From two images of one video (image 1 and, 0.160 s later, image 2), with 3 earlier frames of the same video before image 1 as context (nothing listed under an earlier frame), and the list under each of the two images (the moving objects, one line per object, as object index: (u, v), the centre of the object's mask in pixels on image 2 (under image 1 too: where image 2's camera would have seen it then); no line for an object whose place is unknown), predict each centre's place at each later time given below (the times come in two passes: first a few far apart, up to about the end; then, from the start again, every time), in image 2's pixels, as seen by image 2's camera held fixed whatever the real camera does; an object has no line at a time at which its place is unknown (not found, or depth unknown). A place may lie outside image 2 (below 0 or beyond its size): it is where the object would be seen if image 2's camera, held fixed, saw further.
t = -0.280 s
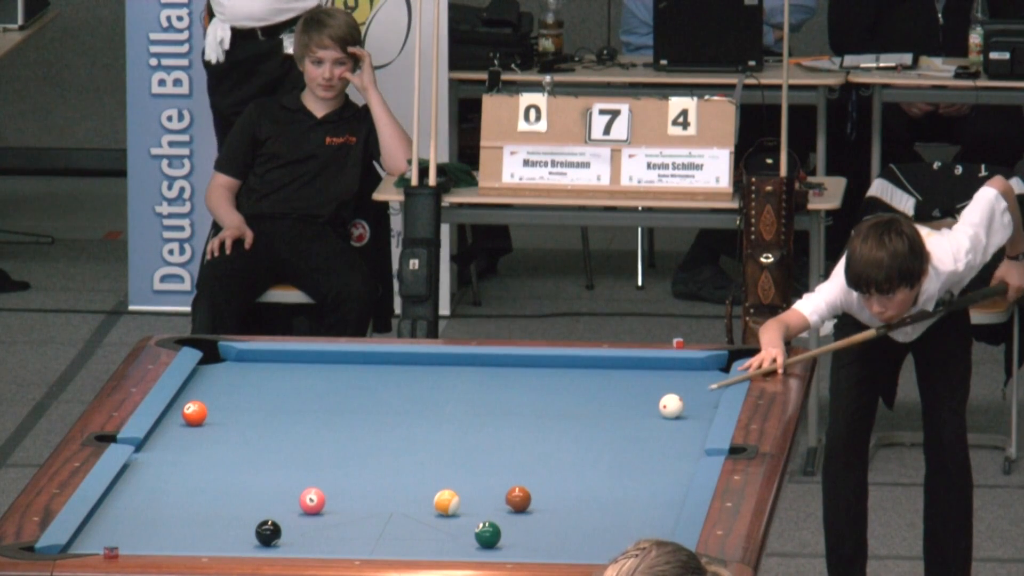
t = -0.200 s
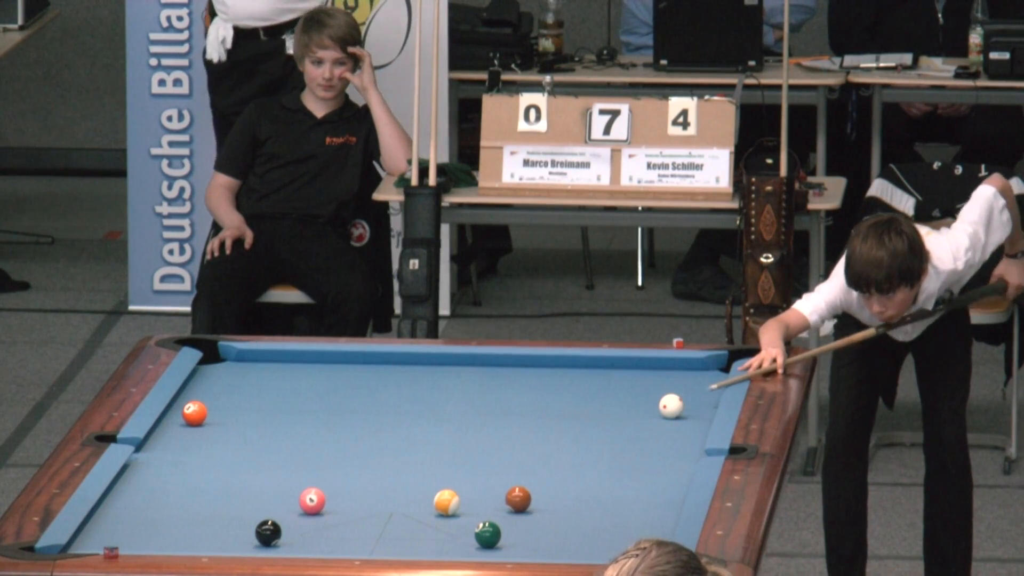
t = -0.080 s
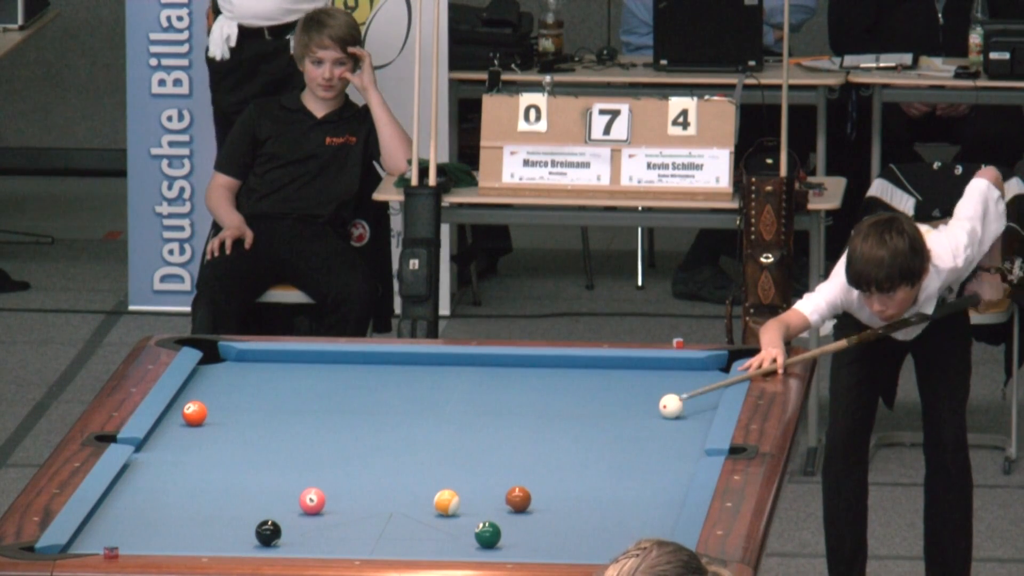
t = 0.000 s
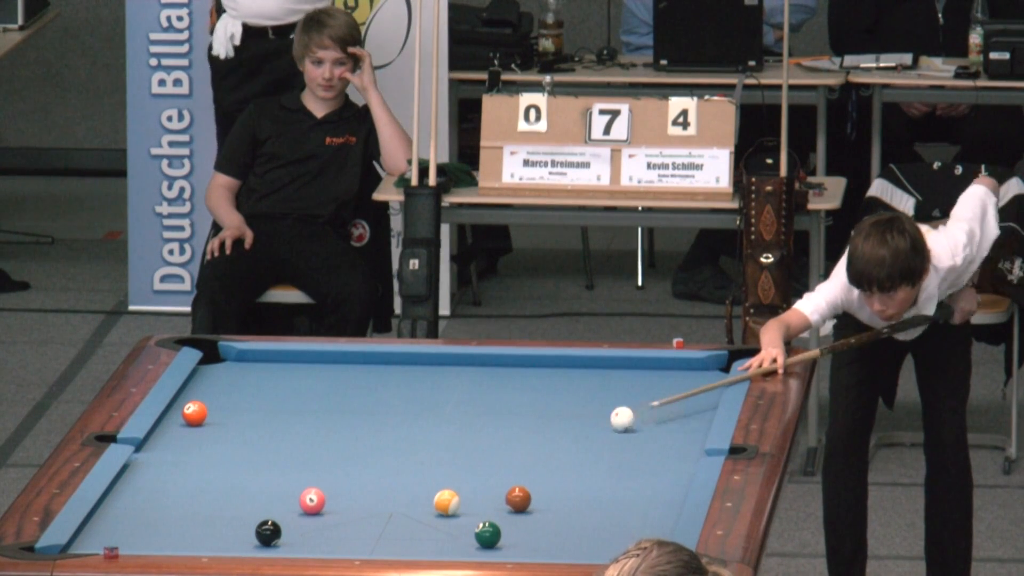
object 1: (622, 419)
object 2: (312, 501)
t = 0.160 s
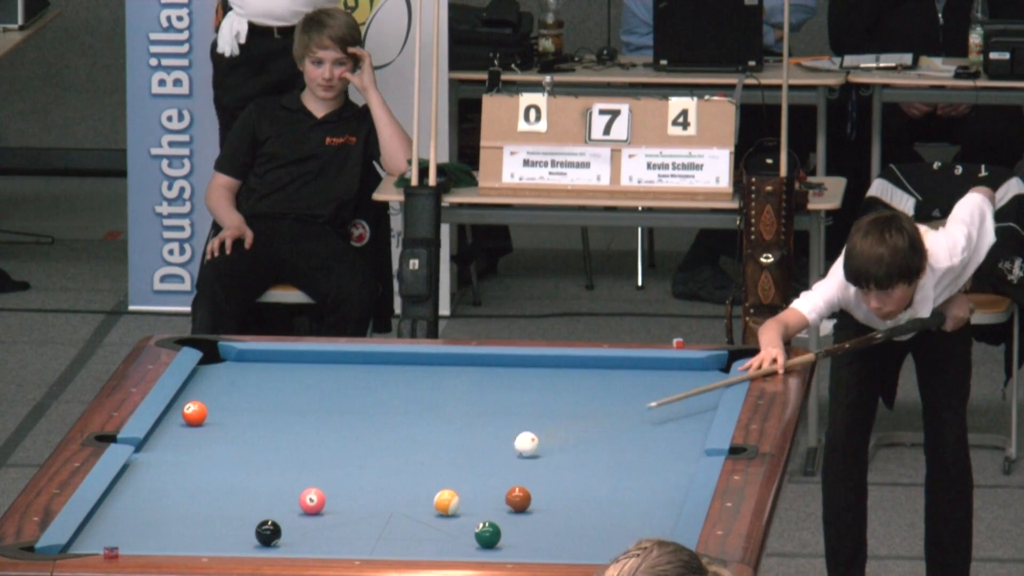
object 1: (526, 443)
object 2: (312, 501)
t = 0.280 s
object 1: (453, 463)
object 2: (312, 501)
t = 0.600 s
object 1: (325, 499)
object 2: (239, 520)
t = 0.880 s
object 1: (287, 509)
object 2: (104, 545)
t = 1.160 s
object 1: (247, 520)
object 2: (105, 534)
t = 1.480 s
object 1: (203, 533)
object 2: (160, 518)
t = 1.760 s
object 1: (166, 540)
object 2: (205, 506)
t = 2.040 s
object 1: (130, 546)
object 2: (247, 493)
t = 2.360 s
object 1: (114, 541)
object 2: (293, 480)
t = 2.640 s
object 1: (101, 539)
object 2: (329, 469)
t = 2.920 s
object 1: (91, 536)
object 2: (364, 460)
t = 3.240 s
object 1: (93, 533)
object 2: (401, 449)
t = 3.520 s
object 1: (100, 531)
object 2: (431, 441)
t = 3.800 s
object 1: (105, 530)
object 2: (459, 432)
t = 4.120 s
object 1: (110, 528)
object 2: (488, 424)
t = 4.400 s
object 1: (112, 528)
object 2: (512, 418)
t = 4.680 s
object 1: (112, 527)
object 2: (534, 411)
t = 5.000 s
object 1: (112, 527)
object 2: (557, 405)
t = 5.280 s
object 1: (112, 527)
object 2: (575, 400)
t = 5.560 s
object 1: (112, 527)
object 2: (592, 396)
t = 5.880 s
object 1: (112, 527)
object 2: (609, 391)
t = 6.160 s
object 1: (112, 527)
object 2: (622, 388)
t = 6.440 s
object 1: (112, 527)
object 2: (635, 385)
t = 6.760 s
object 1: (112, 527)
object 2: (647, 382)
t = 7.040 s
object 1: (112, 527)
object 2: (656, 380)
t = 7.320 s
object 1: (112, 527)
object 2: (663, 377)
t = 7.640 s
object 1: (112, 527)
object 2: (670, 376)
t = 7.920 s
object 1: (112, 527)
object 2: (673, 375)
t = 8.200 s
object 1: (112, 527)
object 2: (675, 375)
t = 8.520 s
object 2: (675, 375)
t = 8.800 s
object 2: (675, 375)
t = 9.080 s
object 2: (675, 375)
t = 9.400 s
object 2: (675, 375)
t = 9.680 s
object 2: (675, 375)
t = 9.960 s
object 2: (675, 375)
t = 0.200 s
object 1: (502, 450)
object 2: (312, 501)
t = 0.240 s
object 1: (477, 457)
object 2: (312, 501)
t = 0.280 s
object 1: (453, 463)
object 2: (312, 501)
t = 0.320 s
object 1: (428, 470)
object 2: (312, 501)
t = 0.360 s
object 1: (403, 476)
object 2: (312, 501)
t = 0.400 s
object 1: (378, 483)
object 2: (312, 501)
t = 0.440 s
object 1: (352, 490)
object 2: (312, 501)
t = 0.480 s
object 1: (330, 495)
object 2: (312, 501)
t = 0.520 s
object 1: (327, 497)
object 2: (287, 507)
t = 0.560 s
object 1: (326, 498)
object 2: (262, 512)
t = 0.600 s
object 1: (325, 499)
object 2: (239, 520)
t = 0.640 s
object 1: (321, 500)
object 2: (217, 526)
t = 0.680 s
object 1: (316, 501)
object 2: (195, 531)
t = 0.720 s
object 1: (310, 503)
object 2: (175, 536)
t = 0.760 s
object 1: (305, 504)
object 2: (155, 540)
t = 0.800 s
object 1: (299, 506)
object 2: (137, 543)
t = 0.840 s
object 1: (293, 507)
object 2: (121, 544)
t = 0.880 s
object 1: (287, 509)
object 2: (104, 545)
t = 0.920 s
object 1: (282, 510)
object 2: (99, 543)
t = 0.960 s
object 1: (276, 511)
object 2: (93, 542)
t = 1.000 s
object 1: (270, 511)
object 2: (87, 541)
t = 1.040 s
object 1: (264, 513)
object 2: (84, 539)
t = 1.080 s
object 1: (258, 515)
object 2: (91, 538)
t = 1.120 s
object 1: (252, 517)
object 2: (98, 536)
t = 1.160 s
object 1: (247, 520)
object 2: (105, 534)
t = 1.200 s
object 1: (242, 522)
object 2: (112, 532)
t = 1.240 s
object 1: (236, 524)
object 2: (119, 530)
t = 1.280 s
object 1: (231, 525)
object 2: (126, 528)
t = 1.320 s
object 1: (225, 527)
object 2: (133, 527)
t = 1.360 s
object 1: (220, 527)
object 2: (140, 524)
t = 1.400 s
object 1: (215, 530)
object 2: (147, 523)
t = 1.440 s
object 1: (209, 531)
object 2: (153, 520)
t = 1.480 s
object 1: (203, 533)
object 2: (160, 518)
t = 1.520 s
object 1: (198, 534)
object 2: (166, 517)
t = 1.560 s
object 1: (193, 535)
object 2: (173, 515)
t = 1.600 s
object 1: (187, 538)
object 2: (180, 512)
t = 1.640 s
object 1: (182, 538)
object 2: (186, 511)
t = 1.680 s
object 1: (177, 538)
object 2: (192, 509)
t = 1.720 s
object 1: (171, 540)
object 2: (199, 507)
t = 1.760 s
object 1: (166, 540)
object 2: (205, 506)
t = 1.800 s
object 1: (161, 542)
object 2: (211, 504)
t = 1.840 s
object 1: (155, 543)
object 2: (217, 502)
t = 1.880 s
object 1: (150, 544)
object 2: (223, 500)
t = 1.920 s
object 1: (145, 544)
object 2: (230, 498)
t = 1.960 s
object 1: (140, 545)
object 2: (235, 497)
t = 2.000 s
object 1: (135, 546)
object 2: (241, 495)
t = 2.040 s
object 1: (130, 546)
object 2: (247, 493)
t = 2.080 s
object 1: (128, 546)
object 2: (253, 492)
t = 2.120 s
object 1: (126, 545)
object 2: (259, 490)
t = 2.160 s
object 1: (125, 545)
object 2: (265, 488)
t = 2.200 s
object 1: (123, 544)
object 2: (270, 486)
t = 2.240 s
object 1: (121, 543)
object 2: (276, 485)
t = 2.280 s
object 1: (119, 543)
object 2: (282, 483)
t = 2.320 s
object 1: (116, 542)
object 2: (287, 482)
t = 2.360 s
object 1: (114, 541)
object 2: (293, 480)
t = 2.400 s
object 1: (112, 541)
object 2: (298, 478)
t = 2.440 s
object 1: (110, 541)
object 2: (304, 477)
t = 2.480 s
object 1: (108, 541)
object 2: (309, 475)
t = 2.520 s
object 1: (106, 540)
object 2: (314, 474)
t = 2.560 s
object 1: (104, 540)
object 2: (319, 472)
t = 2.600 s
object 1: (103, 540)
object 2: (324, 471)
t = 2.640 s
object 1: (101, 539)
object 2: (329, 469)
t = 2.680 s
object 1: (100, 539)
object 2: (334, 468)
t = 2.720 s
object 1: (98, 538)
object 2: (340, 467)
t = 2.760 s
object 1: (97, 538)
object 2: (345, 465)
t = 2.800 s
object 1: (95, 537)
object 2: (350, 464)
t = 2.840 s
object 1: (94, 537)
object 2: (354, 462)
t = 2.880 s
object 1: (92, 536)
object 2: (359, 461)
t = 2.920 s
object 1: (91, 536)
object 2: (364, 460)
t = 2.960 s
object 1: (89, 536)
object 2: (369, 458)
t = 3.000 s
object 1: (88, 535)
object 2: (373, 457)
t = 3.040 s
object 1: (88, 535)
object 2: (378, 456)
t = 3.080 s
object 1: (88, 535)
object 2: (383, 454)
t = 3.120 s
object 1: (89, 535)
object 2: (387, 453)
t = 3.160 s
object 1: (91, 534)
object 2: (392, 452)
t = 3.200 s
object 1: (92, 534)
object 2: (396, 450)
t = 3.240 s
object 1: (93, 533)
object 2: (401, 449)
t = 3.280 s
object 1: (94, 533)
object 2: (405, 448)
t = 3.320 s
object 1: (95, 533)
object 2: (410, 446)
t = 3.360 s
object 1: (96, 532)
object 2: (414, 445)
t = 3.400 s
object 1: (97, 532)
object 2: (418, 444)
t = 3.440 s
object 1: (98, 532)
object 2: (423, 443)
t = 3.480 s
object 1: (99, 531)
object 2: (427, 442)
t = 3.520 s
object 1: (100, 531)
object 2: (431, 441)
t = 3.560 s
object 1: (101, 531)
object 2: (435, 439)
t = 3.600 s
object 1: (102, 530)
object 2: (439, 438)
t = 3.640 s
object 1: (103, 530)
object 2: (443, 437)
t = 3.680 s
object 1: (103, 530)
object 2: (447, 436)
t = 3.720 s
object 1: (104, 530)
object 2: (451, 435)
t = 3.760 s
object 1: (105, 530)
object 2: (455, 434)
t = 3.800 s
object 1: (105, 530)
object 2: (459, 432)
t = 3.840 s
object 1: (106, 529)
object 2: (463, 432)
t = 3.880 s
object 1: (107, 529)
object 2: (467, 430)
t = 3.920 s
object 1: (107, 529)
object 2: (471, 429)
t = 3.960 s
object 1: (108, 529)
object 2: (474, 428)
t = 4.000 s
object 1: (108, 529)
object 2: (478, 427)
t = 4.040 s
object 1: (109, 529)
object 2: (481, 426)
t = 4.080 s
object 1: (109, 528)
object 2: (485, 425)
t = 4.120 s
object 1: (110, 528)
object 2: (488, 424)
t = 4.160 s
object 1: (110, 528)
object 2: (492, 423)
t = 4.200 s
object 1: (110, 528)
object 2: (495, 422)
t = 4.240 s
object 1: (111, 528)
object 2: (499, 421)
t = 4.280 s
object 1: (111, 528)
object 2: (502, 421)
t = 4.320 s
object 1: (111, 528)
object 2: (505, 420)
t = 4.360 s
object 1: (111, 528)
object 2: (509, 419)
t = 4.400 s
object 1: (112, 528)
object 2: (512, 418)
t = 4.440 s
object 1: (112, 527)
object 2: (515, 417)
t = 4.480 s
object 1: (112, 527)
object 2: (519, 416)
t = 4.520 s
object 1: (112, 527)
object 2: (522, 415)
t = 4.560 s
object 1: (112, 527)
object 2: (525, 414)
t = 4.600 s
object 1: (112, 527)
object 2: (528, 413)
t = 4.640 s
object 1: (112, 527)
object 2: (531, 412)
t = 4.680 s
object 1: (112, 527)
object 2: (534, 411)
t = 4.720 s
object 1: (112, 527)
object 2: (537, 411)
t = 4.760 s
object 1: (112, 527)
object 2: (540, 410)
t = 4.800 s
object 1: (112, 527)
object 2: (543, 409)
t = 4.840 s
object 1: (112, 527)
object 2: (545, 408)
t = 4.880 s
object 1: (112, 527)
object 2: (548, 408)
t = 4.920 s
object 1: (112, 527)
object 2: (551, 407)
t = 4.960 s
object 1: (112, 527)
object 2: (554, 406)
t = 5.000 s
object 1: (112, 527)
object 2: (557, 405)
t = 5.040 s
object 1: (112, 527)
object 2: (559, 405)
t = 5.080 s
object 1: (112, 527)
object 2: (562, 404)
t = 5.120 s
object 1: (112, 527)
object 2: (564, 403)
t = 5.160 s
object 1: (112, 527)
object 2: (567, 402)
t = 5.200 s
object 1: (112, 527)
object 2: (570, 402)
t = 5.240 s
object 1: (112, 527)
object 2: (572, 401)
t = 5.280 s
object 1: (112, 527)
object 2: (575, 400)
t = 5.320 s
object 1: (112, 527)
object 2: (577, 399)
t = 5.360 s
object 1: (112, 527)
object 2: (580, 399)
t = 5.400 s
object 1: (112, 527)
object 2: (582, 398)
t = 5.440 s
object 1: (112, 527)
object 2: (585, 398)
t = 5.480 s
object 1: (112, 527)
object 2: (587, 397)
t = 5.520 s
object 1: (112, 527)
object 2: (589, 396)
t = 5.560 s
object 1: (112, 527)
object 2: (592, 396)
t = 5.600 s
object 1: (112, 527)
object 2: (594, 395)
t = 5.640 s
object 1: (112, 527)
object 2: (596, 395)
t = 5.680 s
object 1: (112, 527)
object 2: (598, 394)
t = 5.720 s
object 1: (112, 527)
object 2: (601, 394)
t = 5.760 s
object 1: (112, 527)
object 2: (603, 393)
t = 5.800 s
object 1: (112, 527)
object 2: (605, 392)
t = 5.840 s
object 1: (112, 527)
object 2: (607, 392)
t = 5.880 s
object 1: (112, 527)
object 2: (609, 391)
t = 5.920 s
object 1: (112, 527)
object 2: (611, 390)
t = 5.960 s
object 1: (112, 527)
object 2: (613, 390)
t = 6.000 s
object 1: (112, 527)
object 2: (614, 389)
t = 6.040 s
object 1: (112, 527)
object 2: (617, 389)
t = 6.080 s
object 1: (112, 527)
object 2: (619, 388)
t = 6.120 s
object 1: (112, 527)
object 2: (620, 388)
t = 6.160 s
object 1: (112, 527)
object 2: (622, 388)
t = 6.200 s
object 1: (112, 527)
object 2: (624, 387)
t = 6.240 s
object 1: (112, 527)
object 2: (626, 387)
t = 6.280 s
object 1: (112, 527)
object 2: (628, 386)
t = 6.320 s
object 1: (112, 527)
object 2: (629, 386)
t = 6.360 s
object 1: (112, 527)
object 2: (631, 385)
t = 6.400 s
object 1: (112, 527)
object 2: (633, 385)
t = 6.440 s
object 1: (112, 527)
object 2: (635, 385)
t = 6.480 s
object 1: (112, 527)
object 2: (636, 384)
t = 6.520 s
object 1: (112, 527)
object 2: (638, 384)
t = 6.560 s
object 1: (112, 527)
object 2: (639, 383)
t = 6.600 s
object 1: (112, 527)
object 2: (641, 383)
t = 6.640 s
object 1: (112, 527)
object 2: (642, 383)
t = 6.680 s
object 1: (112, 527)
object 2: (644, 383)
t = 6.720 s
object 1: (112, 527)
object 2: (645, 382)
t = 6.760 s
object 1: (112, 527)
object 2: (647, 382)
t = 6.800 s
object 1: (112, 527)
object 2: (648, 381)
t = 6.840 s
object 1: (112, 527)
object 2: (649, 381)
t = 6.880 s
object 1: (112, 527)
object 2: (650, 381)
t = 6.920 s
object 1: (112, 527)
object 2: (652, 380)
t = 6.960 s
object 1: (112, 527)
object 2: (653, 380)
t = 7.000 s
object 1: (112, 527)
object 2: (655, 380)
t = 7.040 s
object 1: (112, 527)
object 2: (656, 380)
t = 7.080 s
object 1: (112, 527)
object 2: (657, 379)
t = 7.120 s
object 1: (112, 527)
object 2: (658, 379)
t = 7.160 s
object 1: (112, 527)
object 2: (659, 378)
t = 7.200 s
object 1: (112, 527)
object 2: (660, 378)
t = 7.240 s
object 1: (112, 527)
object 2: (661, 378)
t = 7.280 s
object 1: (112, 527)
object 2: (662, 378)
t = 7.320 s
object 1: (112, 527)
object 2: (663, 377)
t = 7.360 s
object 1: (112, 527)
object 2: (664, 377)
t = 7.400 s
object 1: (112, 527)
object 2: (665, 377)
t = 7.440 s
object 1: (112, 527)
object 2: (666, 377)
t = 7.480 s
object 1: (112, 527)
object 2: (666, 377)
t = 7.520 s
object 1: (112, 527)
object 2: (667, 377)
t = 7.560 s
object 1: (112, 527)
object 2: (668, 377)
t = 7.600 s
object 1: (112, 527)
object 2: (669, 376)
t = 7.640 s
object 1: (112, 527)
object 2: (670, 376)
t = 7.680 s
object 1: (112, 527)
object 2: (670, 376)
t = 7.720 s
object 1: (112, 527)
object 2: (671, 376)
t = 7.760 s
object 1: (112, 527)
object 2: (671, 376)
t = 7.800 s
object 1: (112, 527)
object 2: (672, 376)
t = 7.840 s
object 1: (112, 527)
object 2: (672, 375)
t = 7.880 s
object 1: (112, 527)
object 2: (672, 375)
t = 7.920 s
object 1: (112, 527)
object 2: (673, 375)
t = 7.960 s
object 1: (112, 527)
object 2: (673, 375)
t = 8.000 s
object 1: (112, 527)
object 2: (673, 375)
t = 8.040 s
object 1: (112, 527)
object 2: (674, 375)
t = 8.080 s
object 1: (112, 527)
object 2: (674, 375)
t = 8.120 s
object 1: (112, 527)
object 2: (674, 375)
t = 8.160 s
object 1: (112, 527)
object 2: (674, 375)
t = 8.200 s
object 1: (112, 527)
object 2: (675, 375)
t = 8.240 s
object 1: (112, 527)
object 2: (675, 375)
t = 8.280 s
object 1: (112, 527)
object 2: (675, 375)
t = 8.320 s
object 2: (675, 375)
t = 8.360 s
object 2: (675, 375)
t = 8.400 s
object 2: (675, 375)
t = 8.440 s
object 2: (675, 375)
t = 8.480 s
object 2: (675, 375)
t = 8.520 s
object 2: (675, 375)
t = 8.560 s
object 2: (675, 375)
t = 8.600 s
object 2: (675, 375)
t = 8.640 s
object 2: (675, 375)
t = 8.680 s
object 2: (675, 375)
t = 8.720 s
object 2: (675, 375)
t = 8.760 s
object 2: (675, 375)
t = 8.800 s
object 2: (675, 375)
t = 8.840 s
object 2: (675, 375)
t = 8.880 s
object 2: (675, 375)
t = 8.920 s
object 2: (675, 375)
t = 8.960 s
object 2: (675, 375)
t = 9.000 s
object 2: (675, 375)
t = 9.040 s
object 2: (675, 375)
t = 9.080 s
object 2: (675, 375)
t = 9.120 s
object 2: (675, 375)
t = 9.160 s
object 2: (675, 375)
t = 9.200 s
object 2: (675, 375)
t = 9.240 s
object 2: (675, 375)
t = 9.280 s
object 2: (675, 375)
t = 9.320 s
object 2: (675, 375)
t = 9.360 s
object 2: (675, 375)
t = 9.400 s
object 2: (675, 375)
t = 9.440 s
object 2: (675, 375)
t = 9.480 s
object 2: (675, 375)
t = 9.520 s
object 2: (675, 375)
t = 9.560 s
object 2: (675, 375)
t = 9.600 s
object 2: (675, 375)
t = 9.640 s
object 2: (675, 375)
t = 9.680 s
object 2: (675, 375)
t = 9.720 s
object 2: (675, 375)
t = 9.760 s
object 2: (675, 375)
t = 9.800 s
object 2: (675, 375)
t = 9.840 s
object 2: (675, 375)
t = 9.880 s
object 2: (675, 375)
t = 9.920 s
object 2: (675, 375)
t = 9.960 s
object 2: (675, 375)
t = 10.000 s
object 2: (675, 375)
